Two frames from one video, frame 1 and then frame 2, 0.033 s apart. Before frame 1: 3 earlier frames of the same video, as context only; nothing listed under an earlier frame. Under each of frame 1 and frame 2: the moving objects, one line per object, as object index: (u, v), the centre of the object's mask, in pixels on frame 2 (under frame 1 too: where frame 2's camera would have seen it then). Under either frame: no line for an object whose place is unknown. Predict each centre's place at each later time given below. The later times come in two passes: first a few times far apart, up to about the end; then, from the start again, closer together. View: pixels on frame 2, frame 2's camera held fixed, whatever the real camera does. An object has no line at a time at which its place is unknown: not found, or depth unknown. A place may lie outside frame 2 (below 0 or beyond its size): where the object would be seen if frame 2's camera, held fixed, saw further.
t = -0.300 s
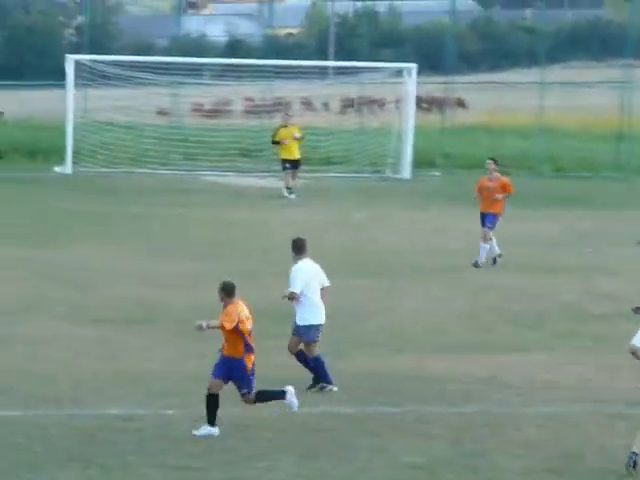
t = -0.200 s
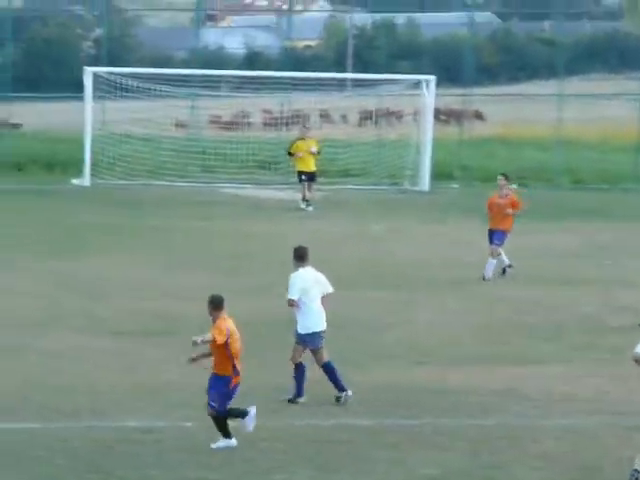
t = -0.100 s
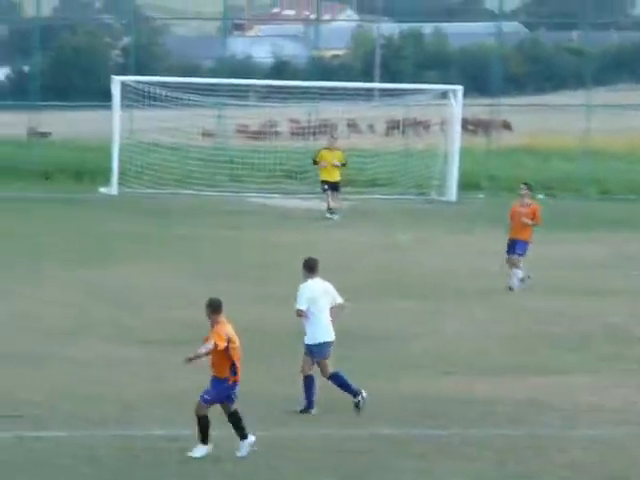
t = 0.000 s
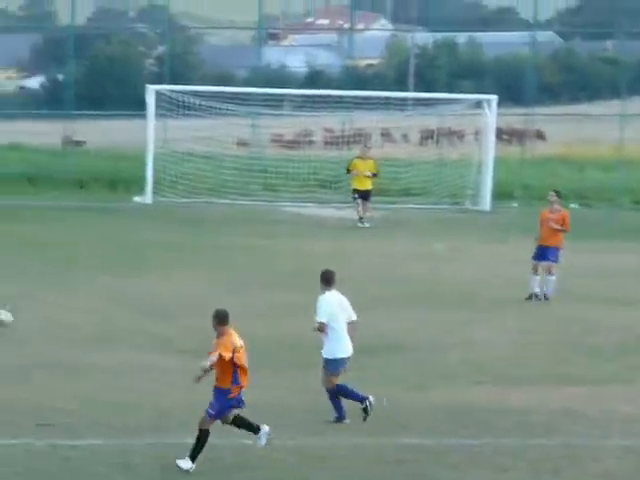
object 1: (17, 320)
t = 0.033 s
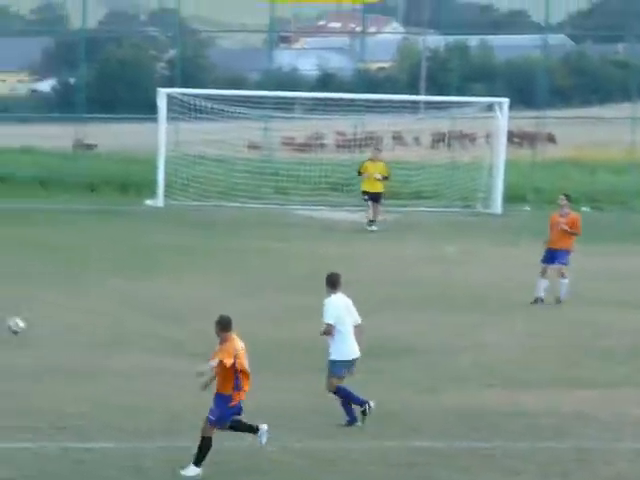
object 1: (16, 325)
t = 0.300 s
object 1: (17, 328)
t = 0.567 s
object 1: (21, 333)
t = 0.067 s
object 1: (19, 330)
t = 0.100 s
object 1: (19, 330)
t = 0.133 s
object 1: (19, 328)
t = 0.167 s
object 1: (18, 327)
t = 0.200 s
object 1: (18, 325)
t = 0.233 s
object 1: (19, 327)
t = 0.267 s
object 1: (18, 327)
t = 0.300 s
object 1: (17, 328)
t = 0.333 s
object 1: (16, 332)
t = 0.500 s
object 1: (19, 333)
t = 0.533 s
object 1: (20, 333)
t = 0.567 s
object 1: (21, 333)
